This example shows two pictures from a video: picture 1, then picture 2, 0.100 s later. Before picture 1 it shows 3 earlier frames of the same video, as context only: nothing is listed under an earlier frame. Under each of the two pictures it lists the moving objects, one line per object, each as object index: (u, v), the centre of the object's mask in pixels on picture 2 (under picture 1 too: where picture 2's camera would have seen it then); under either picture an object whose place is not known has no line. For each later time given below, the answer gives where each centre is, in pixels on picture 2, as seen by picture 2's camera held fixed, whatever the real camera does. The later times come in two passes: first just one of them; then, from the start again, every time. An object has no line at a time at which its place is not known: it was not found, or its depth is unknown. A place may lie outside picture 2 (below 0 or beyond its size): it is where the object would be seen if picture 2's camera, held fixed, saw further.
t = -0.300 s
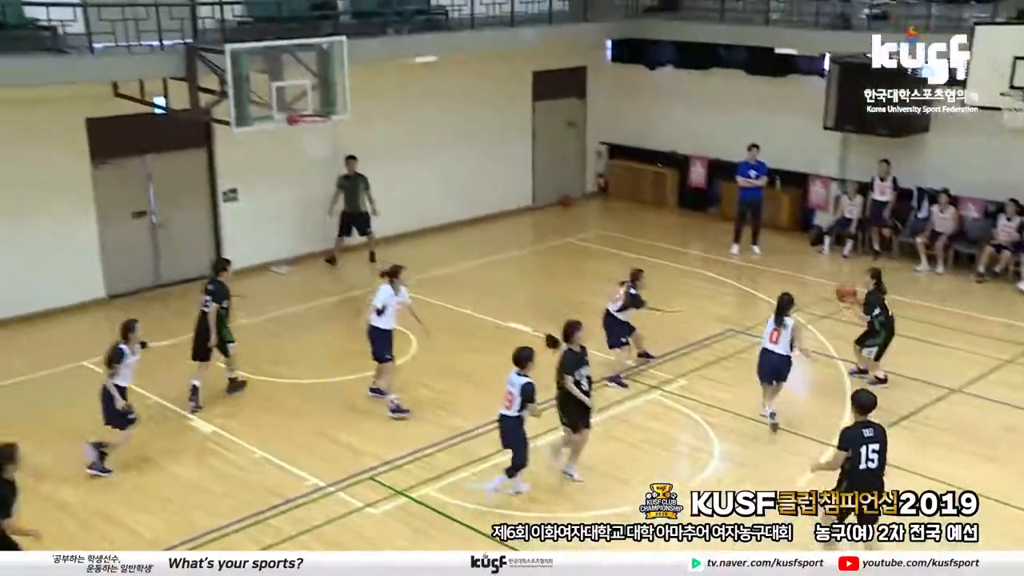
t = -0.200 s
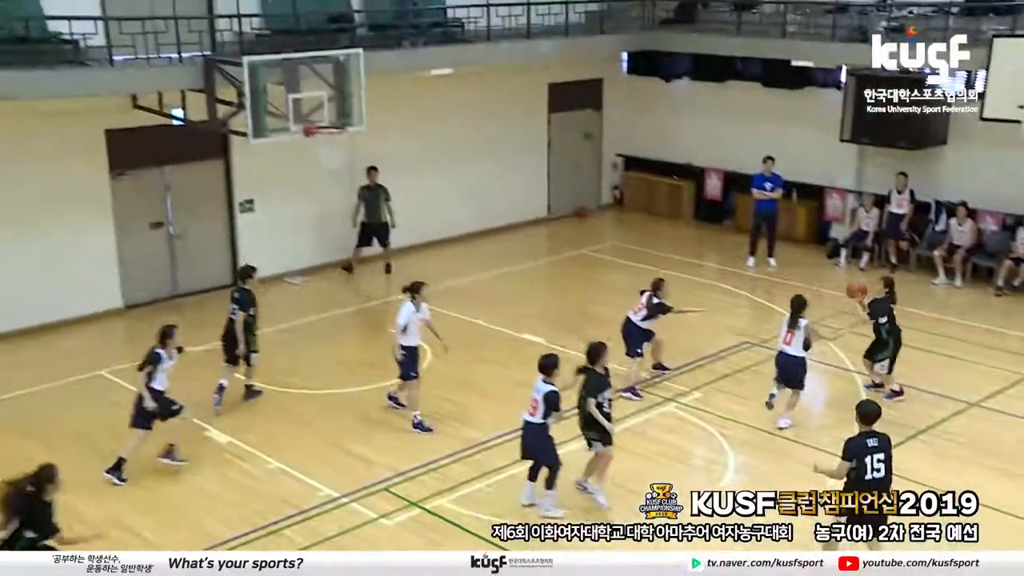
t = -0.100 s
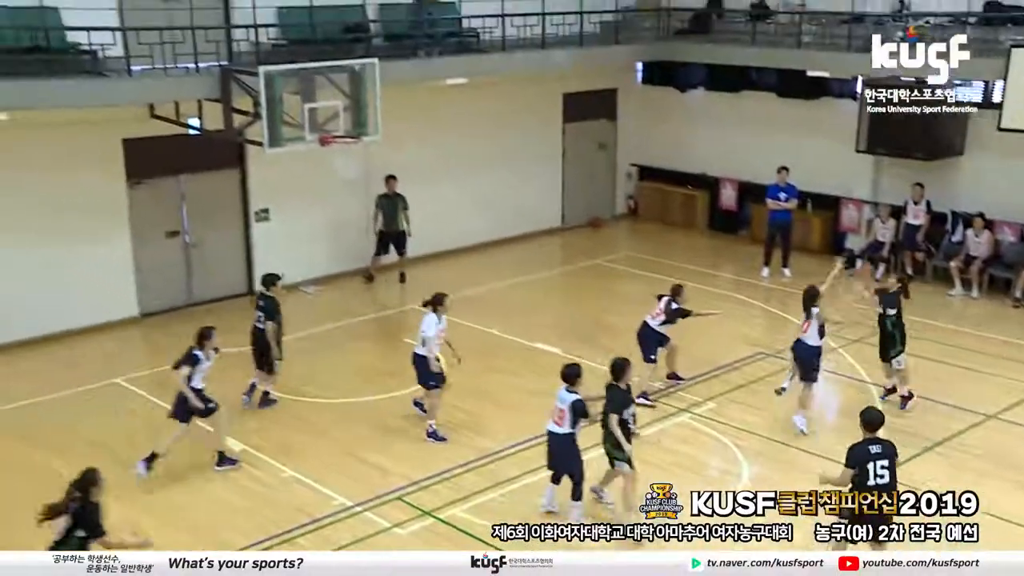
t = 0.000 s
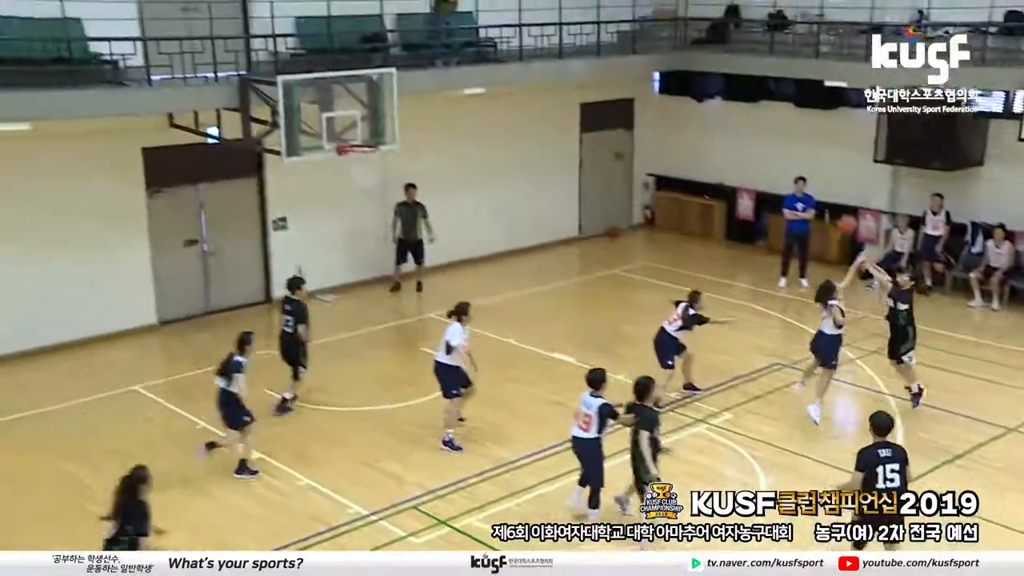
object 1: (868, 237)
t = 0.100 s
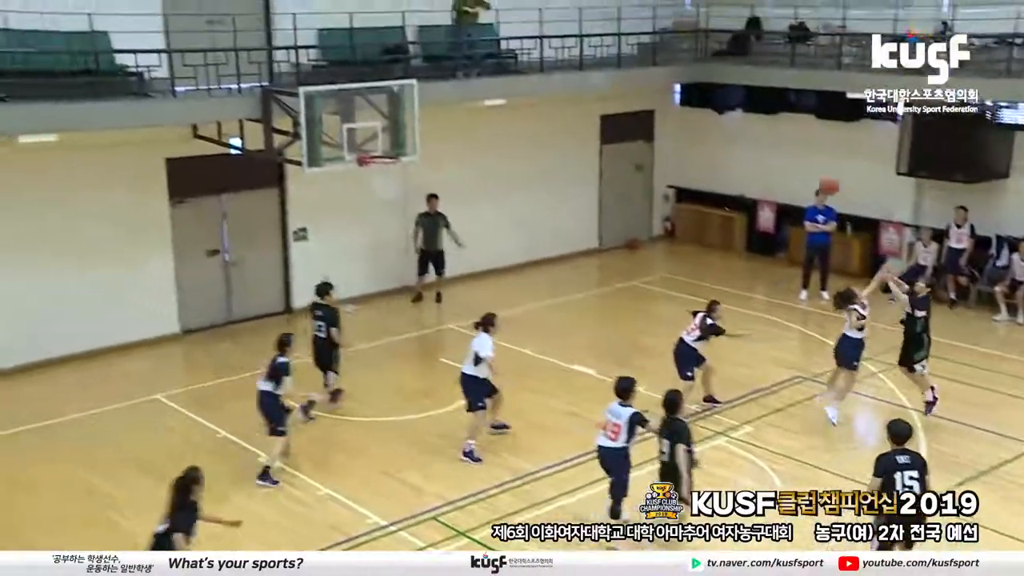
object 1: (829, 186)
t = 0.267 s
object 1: (763, 114)
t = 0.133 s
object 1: (816, 169)
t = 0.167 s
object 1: (803, 155)
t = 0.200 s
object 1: (790, 141)
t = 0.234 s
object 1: (776, 126)
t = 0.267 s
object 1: (763, 114)
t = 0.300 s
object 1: (750, 103)
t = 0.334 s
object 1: (736, 93)
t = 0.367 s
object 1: (723, 83)
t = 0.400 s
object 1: (710, 73)
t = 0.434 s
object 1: (697, 65)
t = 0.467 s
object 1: (684, 59)
